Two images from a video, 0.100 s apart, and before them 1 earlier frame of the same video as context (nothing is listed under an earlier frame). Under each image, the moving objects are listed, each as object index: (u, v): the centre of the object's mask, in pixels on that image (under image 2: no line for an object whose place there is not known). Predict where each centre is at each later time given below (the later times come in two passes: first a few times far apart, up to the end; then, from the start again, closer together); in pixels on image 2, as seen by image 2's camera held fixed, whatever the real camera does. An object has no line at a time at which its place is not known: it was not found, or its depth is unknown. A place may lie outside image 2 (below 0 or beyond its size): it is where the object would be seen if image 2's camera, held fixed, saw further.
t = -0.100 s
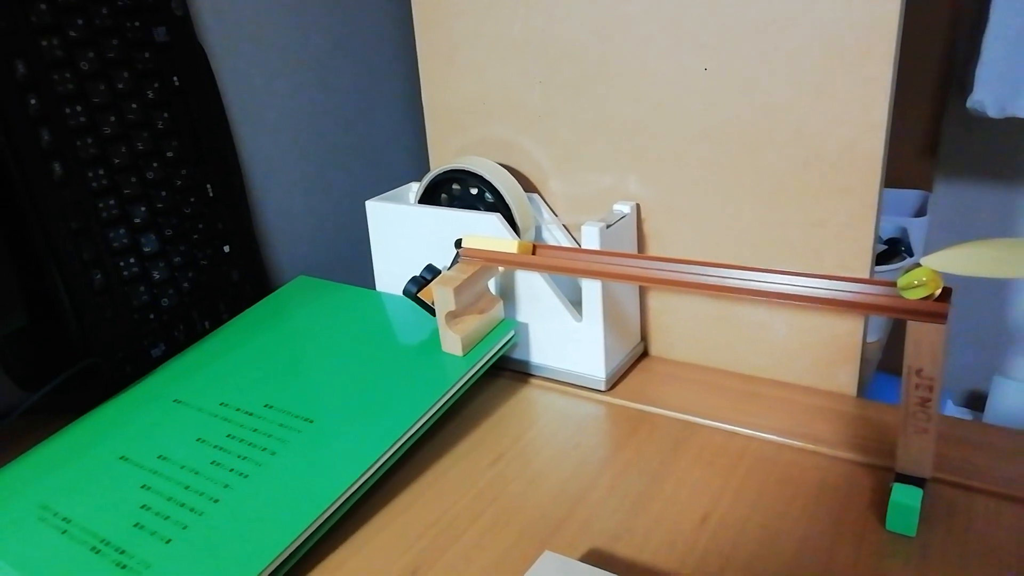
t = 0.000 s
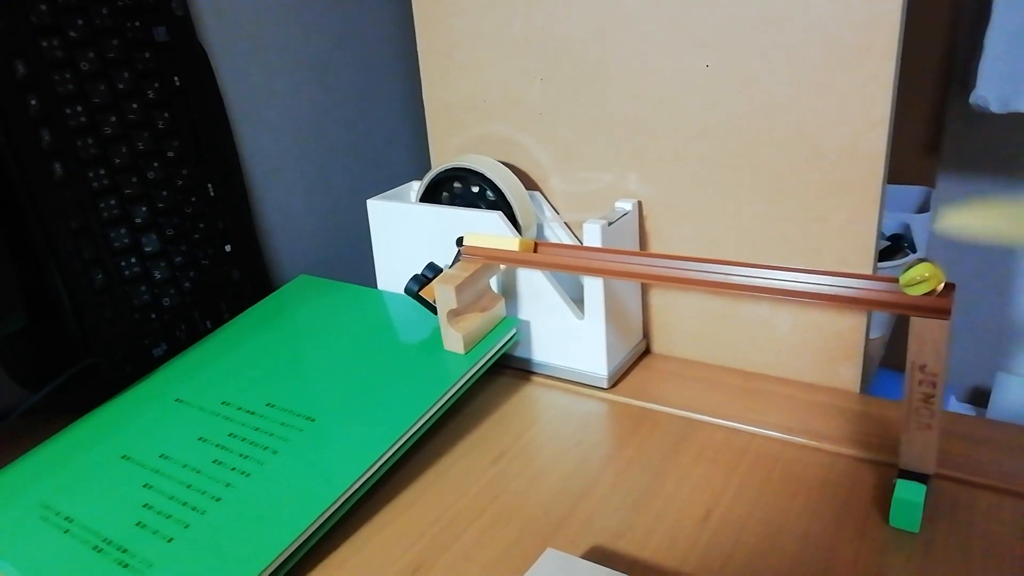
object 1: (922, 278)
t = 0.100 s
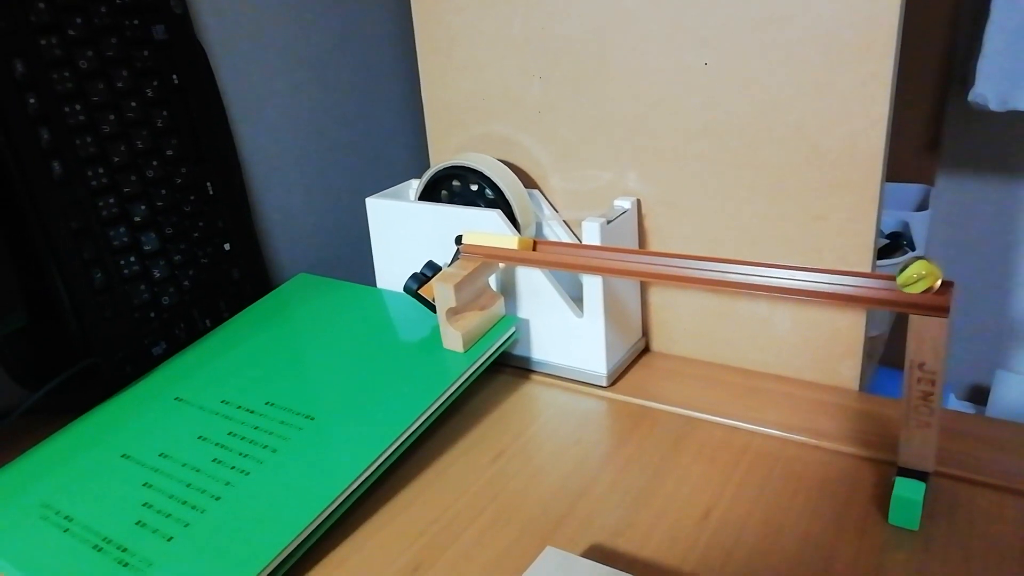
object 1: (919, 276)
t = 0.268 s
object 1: (911, 275)
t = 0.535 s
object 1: (884, 272)
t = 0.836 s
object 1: (840, 268)
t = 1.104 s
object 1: (792, 264)
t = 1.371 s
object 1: (737, 258)
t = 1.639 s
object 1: (678, 252)
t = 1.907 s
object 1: (618, 246)
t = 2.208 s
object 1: (547, 239)
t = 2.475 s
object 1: (540, 239)
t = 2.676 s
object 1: (540, 238)
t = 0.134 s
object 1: (918, 276)
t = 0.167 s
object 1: (917, 276)
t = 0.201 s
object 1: (915, 275)
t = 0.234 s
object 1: (913, 275)
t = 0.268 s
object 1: (911, 275)
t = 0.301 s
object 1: (909, 275)
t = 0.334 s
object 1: (906, 275)
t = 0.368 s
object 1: (903, 274)
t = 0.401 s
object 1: (899, 274)
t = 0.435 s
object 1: (896, 273)
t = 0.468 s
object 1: (892, 273)
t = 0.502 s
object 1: (888, 273)
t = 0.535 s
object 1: (884, 272)
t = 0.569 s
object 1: (879, 272)
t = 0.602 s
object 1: (875, 272)
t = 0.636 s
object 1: (871, 272)
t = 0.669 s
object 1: (866, 271)
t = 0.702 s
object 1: (860, 270)
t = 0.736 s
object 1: (856, 269)
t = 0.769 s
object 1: (851, 269)
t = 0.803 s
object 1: (846, 269)
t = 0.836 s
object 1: (840, 268)
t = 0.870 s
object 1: (835, 268)
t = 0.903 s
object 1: (829, 267)
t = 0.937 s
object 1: (823, 266)
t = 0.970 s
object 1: (817, 266)
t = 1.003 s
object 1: (811, 265)
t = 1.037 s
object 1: (804, 264)
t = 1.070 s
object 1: (798, 264)
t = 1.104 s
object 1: (792, 264)
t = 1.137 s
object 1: (786, 263)
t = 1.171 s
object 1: (779, 262)
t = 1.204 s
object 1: (772, 261)
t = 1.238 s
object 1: (765, 261)
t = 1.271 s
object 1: (758, 260)
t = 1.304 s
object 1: (752, 259)
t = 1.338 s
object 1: (744, 259)
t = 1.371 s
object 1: (737, 258)
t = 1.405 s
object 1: (730, 257)
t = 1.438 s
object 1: (723, 257)
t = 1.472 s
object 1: (716, 256)
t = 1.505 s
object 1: (708, 255)
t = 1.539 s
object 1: (701, 255)
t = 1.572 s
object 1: (693, 254)
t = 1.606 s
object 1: (686, 253)
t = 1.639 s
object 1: (678, 252)
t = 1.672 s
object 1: (671, 252)
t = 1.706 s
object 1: (664, 251)
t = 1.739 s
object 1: (656, 250)
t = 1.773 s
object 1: (648, 249)
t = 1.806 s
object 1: (641, 249)
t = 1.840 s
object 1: (633, 248)
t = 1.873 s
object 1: (625, 247)
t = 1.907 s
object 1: (618, 246)
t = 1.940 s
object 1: (610, 245)
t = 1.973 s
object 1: (601, 245)
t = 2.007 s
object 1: (594, 244)
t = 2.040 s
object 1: (586, 243)
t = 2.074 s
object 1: (578, 242)
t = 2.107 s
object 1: (571, 241)
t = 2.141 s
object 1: (563, 240)
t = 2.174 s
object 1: (554, 240)
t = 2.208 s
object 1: (547, 239)
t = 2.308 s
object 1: (540, 239)
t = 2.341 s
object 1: (540, 239)
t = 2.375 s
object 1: (540, 239)
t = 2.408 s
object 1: (540, 239)
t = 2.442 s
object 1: (540, 239)
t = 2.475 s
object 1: (540, 239)
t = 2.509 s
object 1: (540, 239)
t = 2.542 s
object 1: (540, 239)
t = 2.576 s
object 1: (540, 239)
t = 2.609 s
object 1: (540, 238)
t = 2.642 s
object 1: (540, 239)
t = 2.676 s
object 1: (540, 238)
